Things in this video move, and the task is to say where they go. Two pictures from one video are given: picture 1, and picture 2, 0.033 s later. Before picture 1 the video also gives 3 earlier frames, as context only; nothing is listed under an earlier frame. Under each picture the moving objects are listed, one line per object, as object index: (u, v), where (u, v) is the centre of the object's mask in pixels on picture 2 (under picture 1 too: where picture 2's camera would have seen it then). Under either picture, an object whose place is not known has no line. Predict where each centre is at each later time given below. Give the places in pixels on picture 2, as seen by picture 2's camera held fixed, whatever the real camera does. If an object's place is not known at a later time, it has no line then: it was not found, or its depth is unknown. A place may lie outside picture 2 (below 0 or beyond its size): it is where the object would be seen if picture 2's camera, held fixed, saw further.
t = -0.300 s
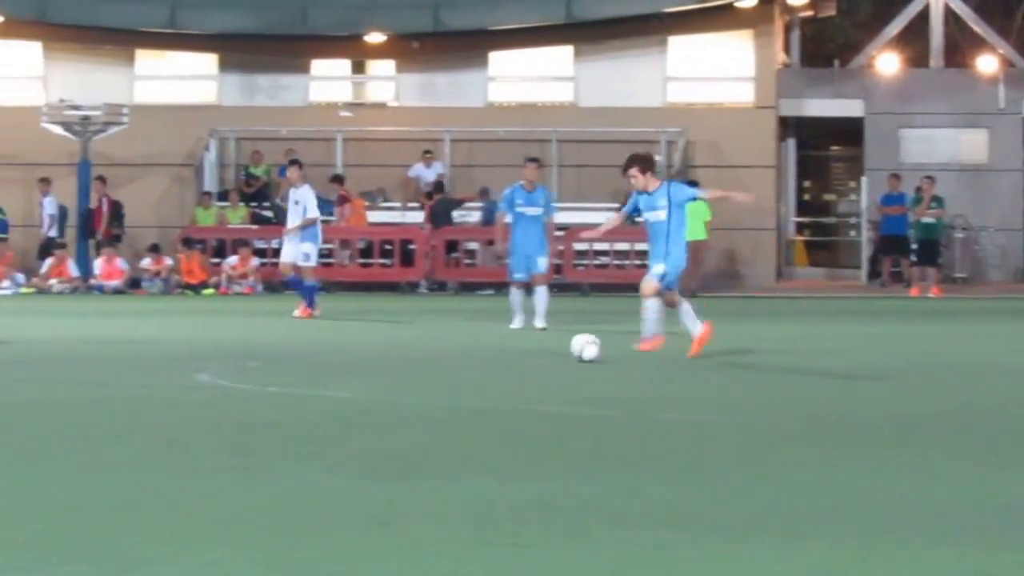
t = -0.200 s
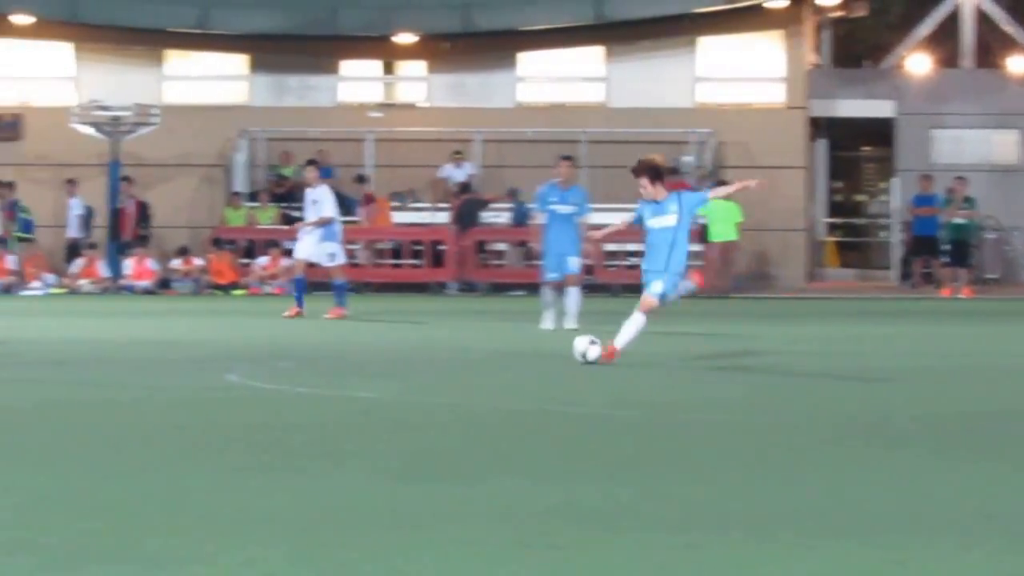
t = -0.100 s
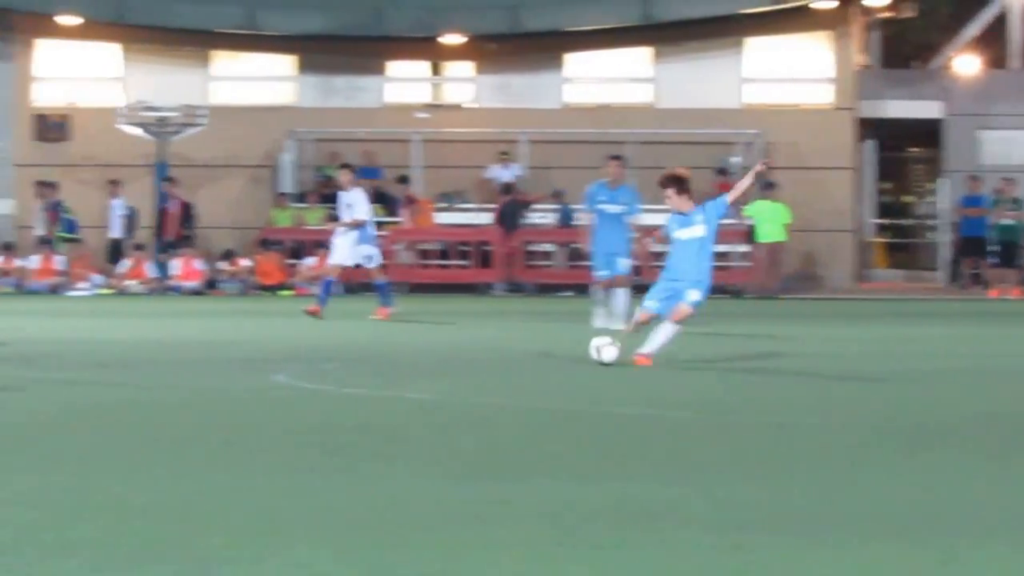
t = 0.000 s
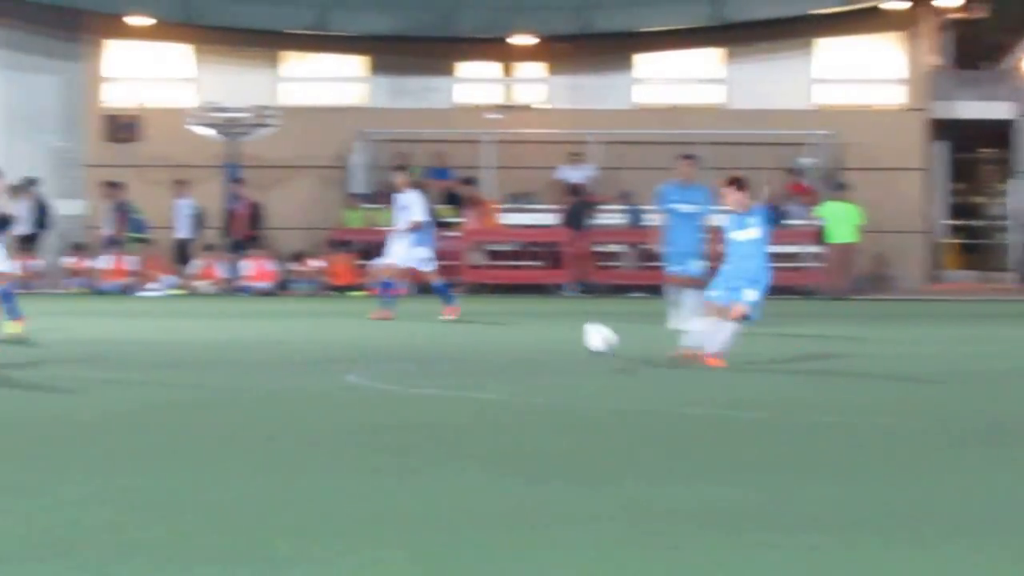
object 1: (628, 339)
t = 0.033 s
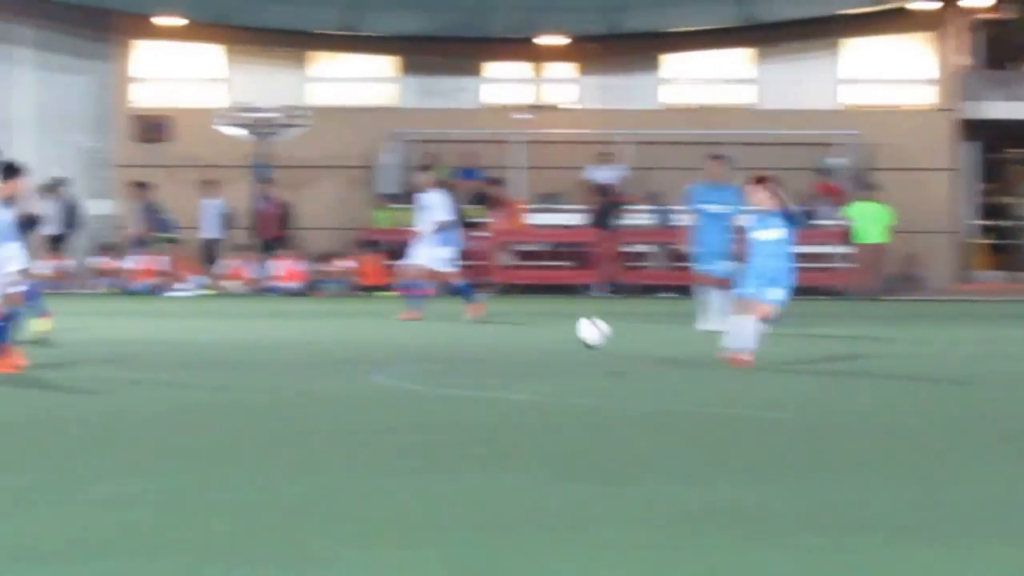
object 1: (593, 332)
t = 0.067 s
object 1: (557, 325)
